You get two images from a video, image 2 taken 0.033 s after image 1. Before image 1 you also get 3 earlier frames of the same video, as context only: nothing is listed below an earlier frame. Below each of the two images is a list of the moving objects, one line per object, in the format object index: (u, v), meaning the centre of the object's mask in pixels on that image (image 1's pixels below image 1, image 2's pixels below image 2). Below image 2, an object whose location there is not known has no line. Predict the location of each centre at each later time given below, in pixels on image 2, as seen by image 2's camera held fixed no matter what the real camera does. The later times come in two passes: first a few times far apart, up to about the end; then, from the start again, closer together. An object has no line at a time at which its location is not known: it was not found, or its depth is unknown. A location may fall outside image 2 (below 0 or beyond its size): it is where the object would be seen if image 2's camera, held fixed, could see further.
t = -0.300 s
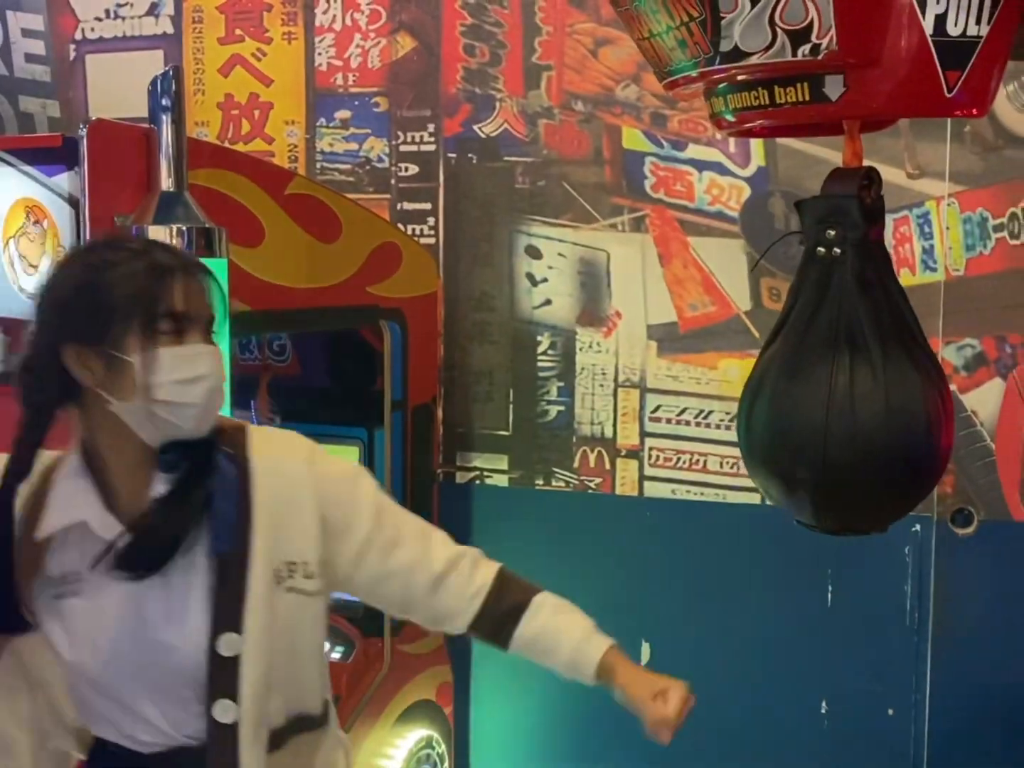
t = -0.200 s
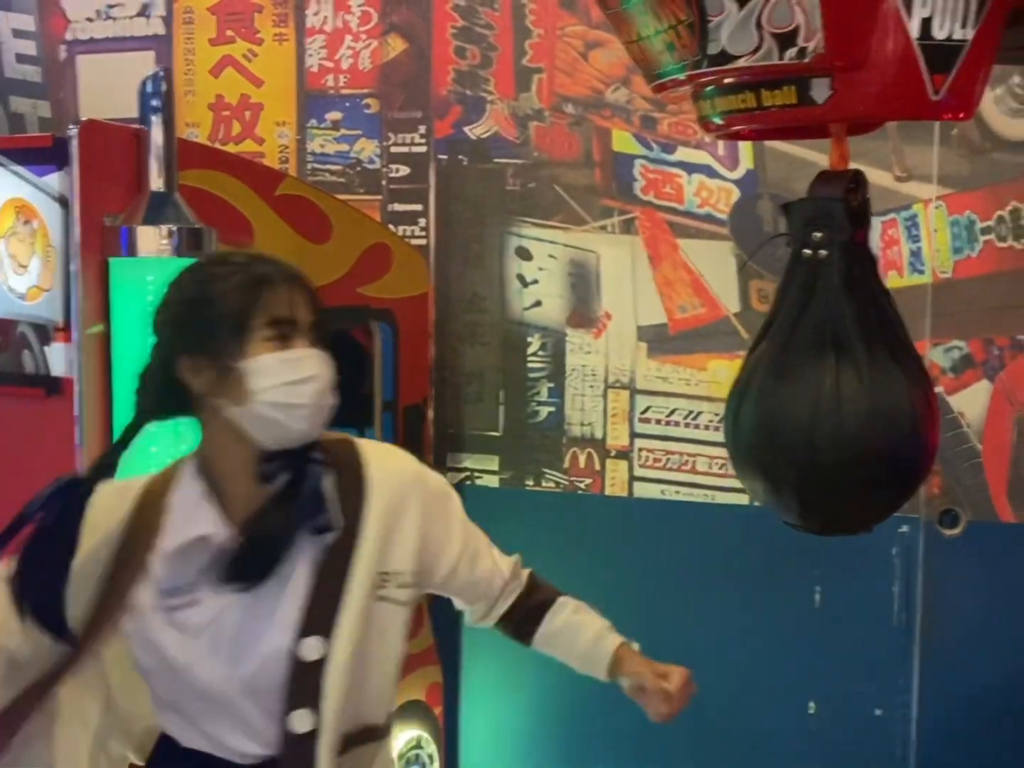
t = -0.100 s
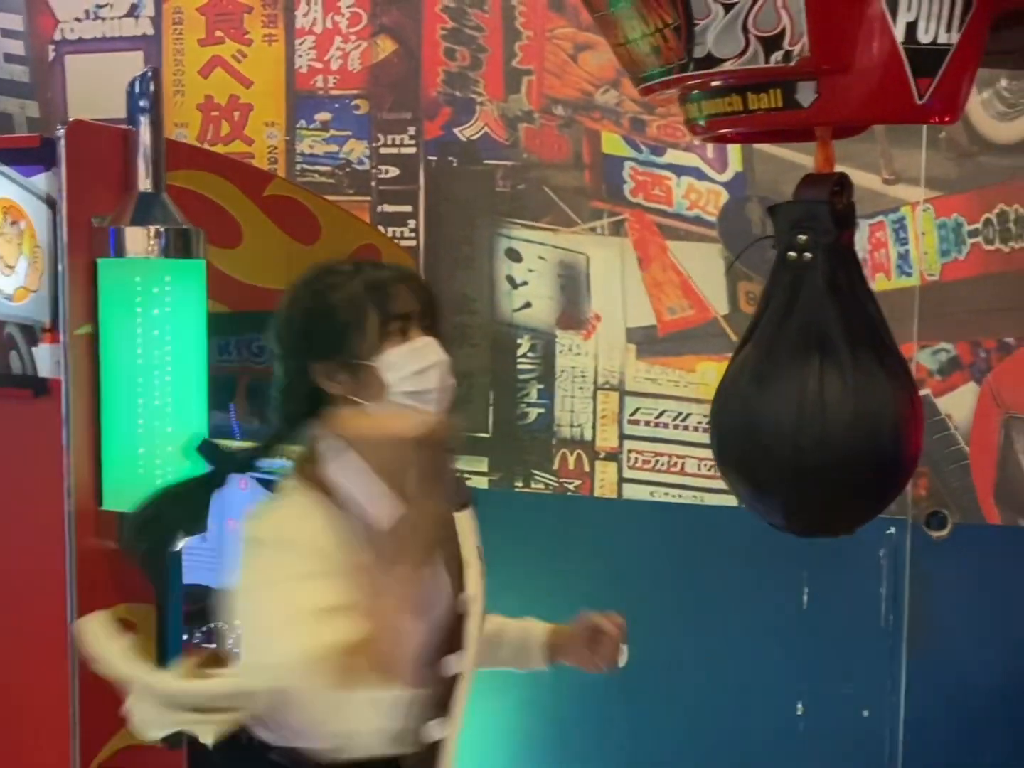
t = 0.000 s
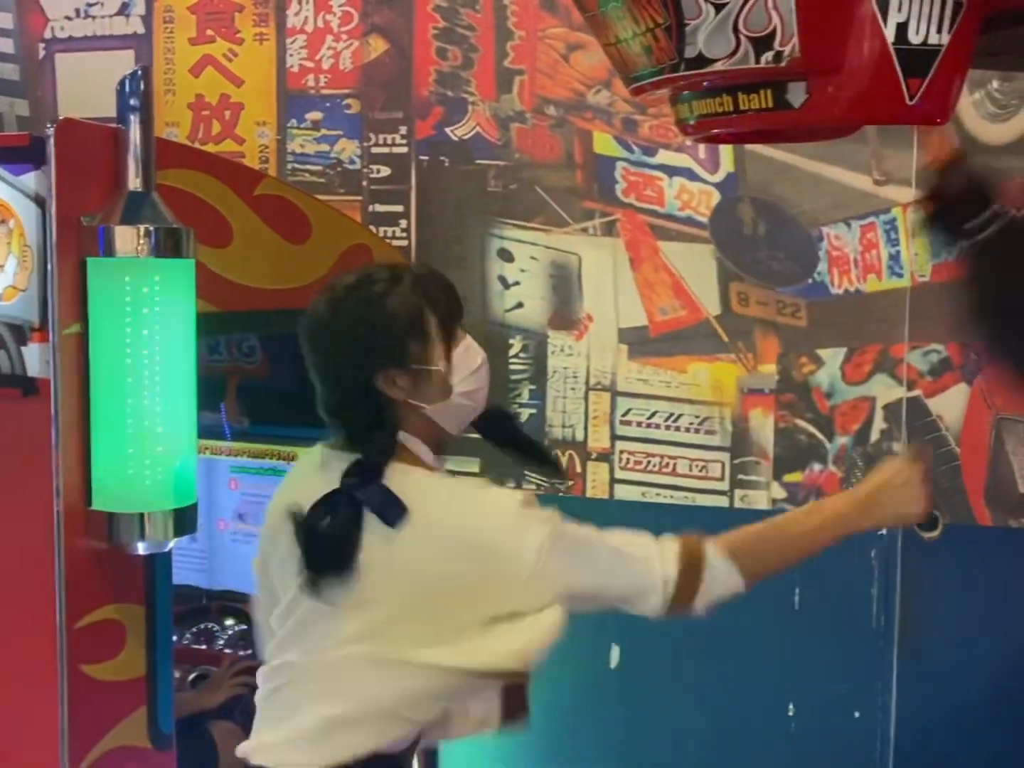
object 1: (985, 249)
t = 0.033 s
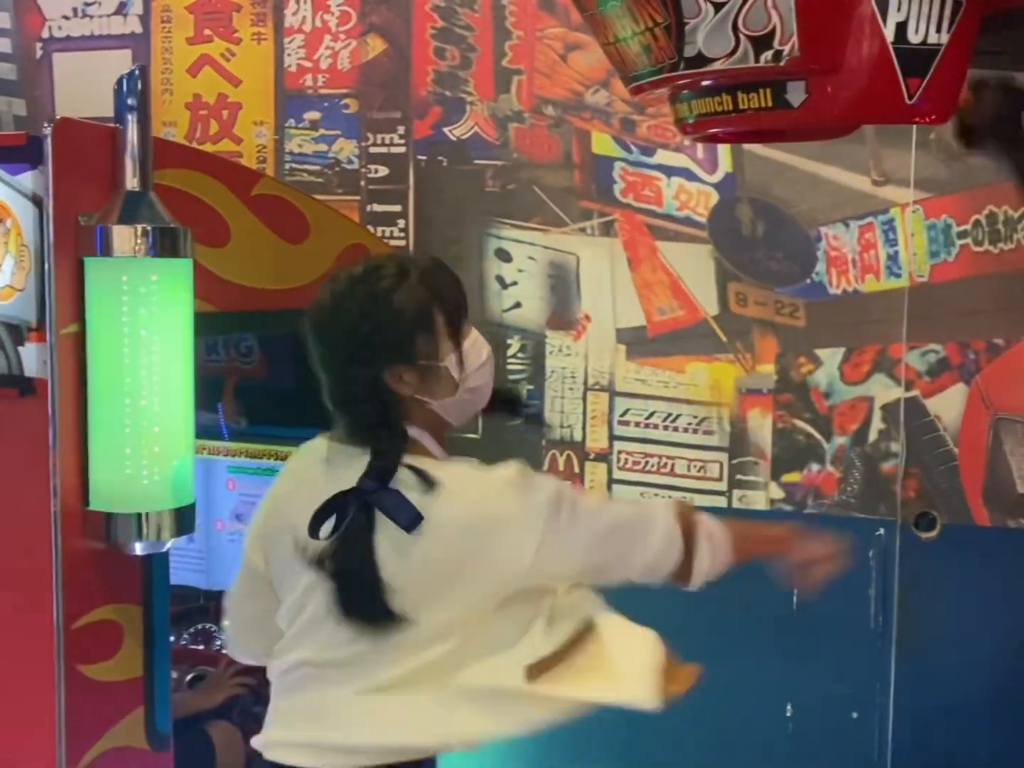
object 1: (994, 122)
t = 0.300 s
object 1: (790, 386)
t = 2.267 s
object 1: (659, 349)
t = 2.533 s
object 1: (969, 330)
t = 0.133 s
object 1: (988, 203)
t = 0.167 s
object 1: (983, 255)
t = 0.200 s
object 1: (971, 316)
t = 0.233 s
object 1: (938, 370)
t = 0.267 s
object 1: (865, 389)
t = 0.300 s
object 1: (790, 386)
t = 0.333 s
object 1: (712, 366)
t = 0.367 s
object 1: (640, 334)
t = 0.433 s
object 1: (534, 257)
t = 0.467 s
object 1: (512, 209)
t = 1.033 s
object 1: (881, 377)
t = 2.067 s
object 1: (539, 249)
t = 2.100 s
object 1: (544, 261)
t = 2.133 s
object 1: (552, 278)
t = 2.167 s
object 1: (566, 297)
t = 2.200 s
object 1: (592, 317)
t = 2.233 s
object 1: (623, 334)
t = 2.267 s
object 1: (659, 349)
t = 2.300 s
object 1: (699, 361)
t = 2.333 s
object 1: (741, 370)
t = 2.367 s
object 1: (784, 379)
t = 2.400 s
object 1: (828, 381)
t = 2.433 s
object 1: (870, 374)
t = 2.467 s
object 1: (909, 362)
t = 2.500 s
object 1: (942, 347)
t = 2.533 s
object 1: (969, 330)
